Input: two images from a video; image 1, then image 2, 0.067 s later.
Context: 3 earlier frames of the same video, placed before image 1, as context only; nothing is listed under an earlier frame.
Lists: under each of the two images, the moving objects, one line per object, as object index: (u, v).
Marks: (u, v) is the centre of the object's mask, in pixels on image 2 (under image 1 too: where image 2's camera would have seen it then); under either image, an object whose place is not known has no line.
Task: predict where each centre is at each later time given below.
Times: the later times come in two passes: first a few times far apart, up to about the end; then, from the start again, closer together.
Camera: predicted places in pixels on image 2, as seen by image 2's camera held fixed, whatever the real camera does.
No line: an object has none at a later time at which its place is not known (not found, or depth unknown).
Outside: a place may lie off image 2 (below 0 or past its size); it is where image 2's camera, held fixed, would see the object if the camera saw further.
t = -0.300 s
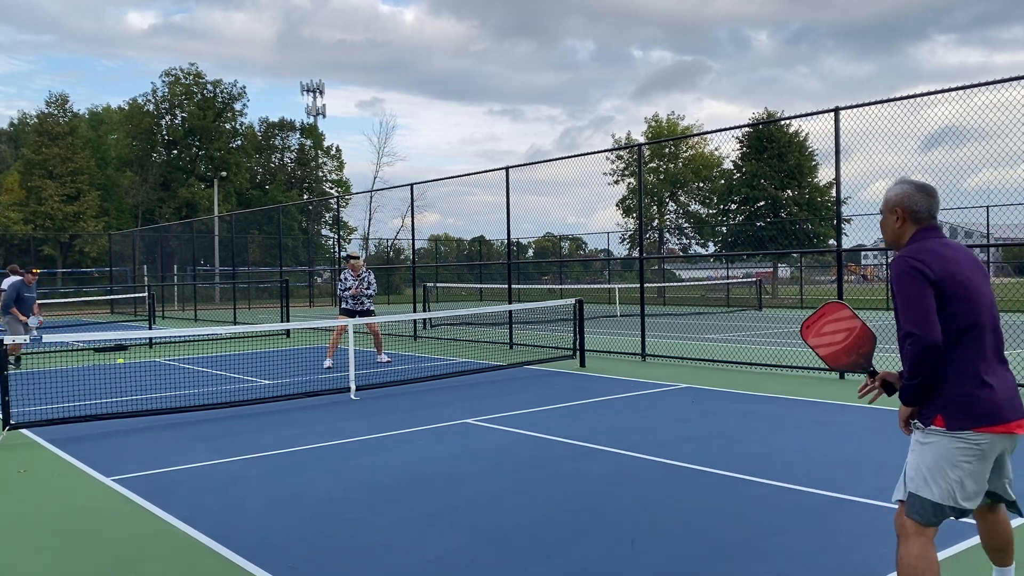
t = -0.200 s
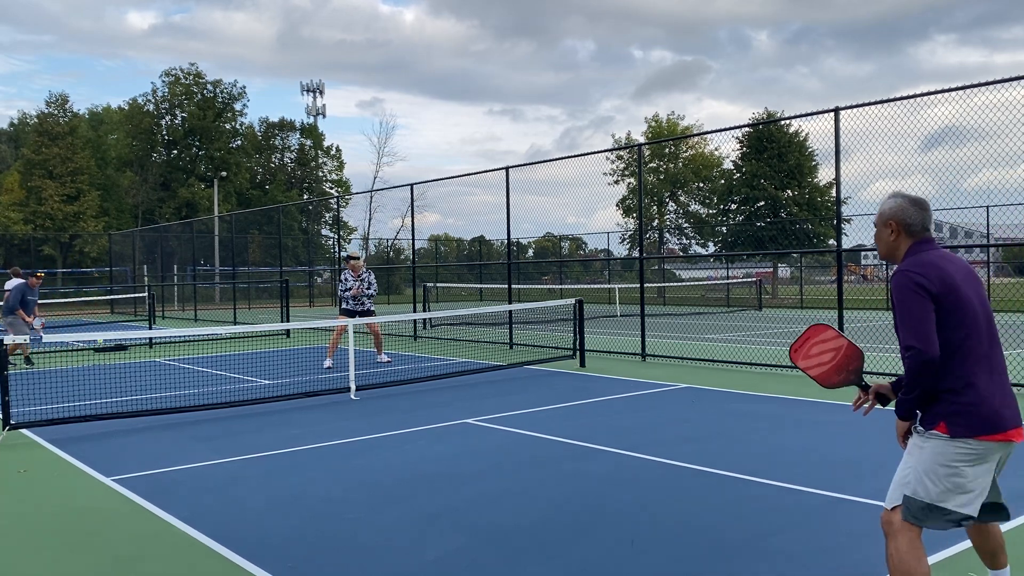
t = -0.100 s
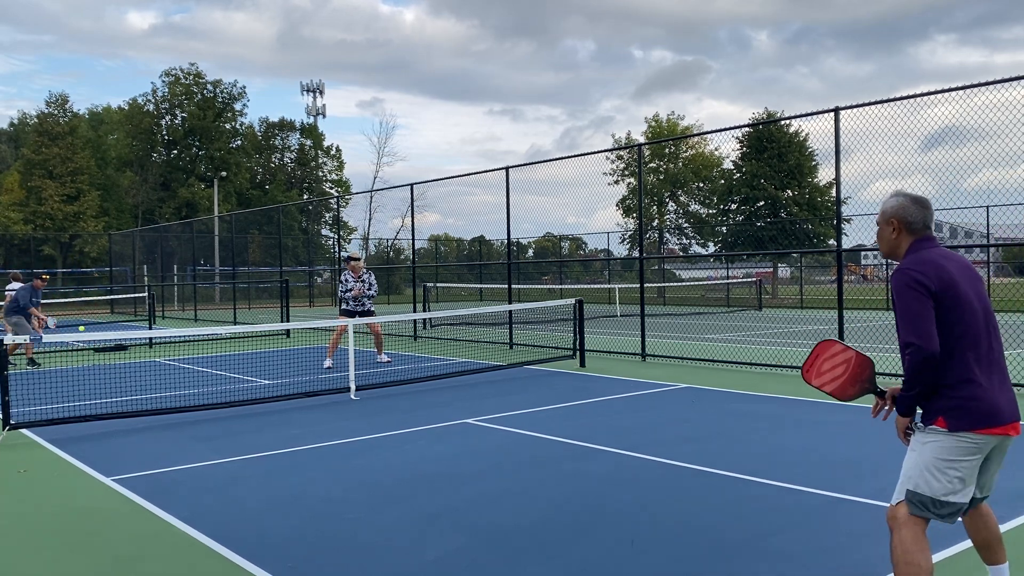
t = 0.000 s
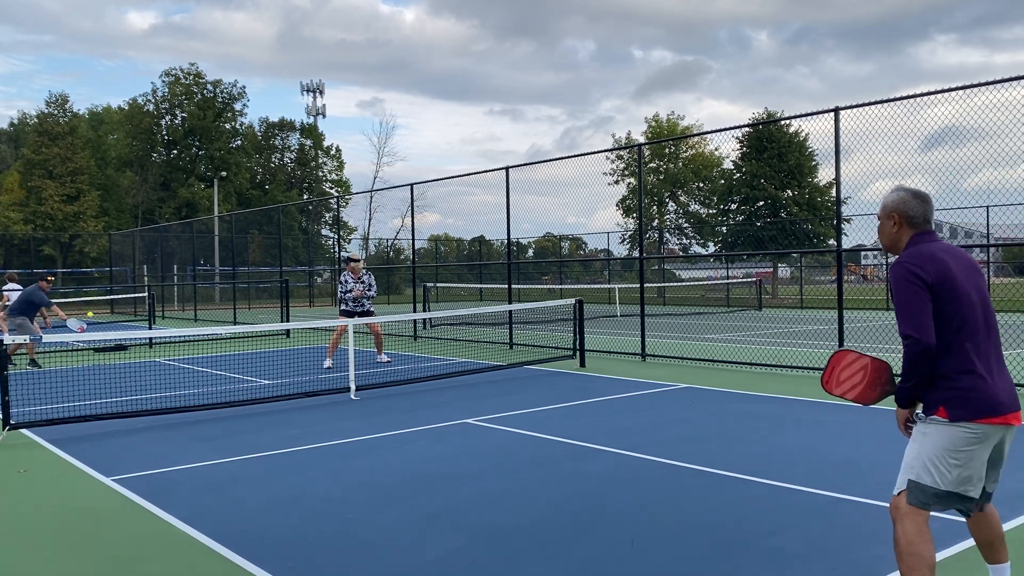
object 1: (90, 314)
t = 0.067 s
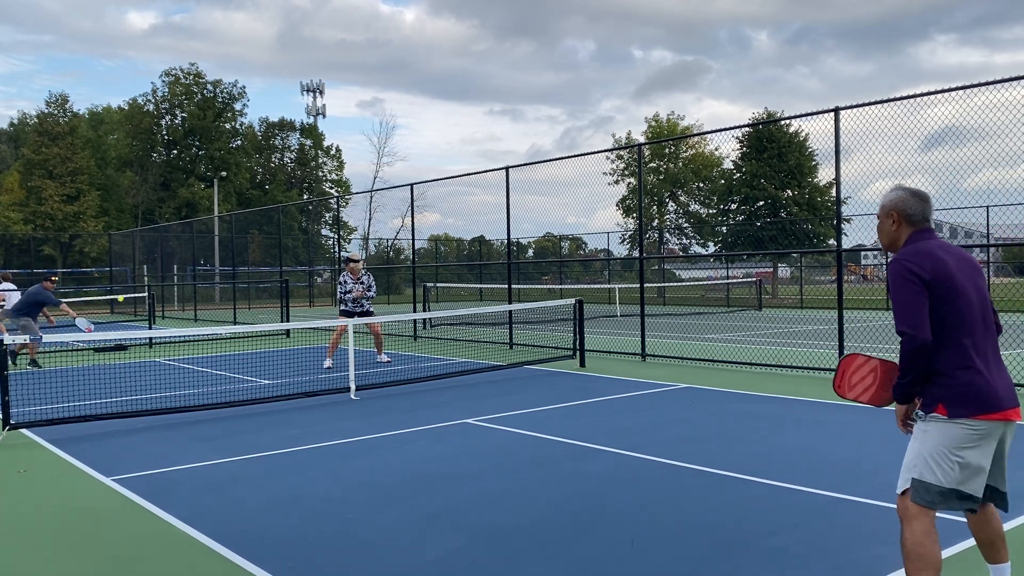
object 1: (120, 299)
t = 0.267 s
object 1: (219, 262)
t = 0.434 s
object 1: (312, 248)
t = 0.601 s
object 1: (418, 252)
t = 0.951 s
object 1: (706, 350)
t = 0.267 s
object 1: (219, 262)
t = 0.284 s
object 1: (228, 260)
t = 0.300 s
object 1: (237, 258)
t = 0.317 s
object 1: (246, 256)
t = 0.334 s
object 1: (255, 254)
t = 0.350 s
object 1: (264, 253)
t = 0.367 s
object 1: (273, 251)
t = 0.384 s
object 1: (283, 250)
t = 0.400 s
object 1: (292, 249)
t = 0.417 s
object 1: (302, 248)
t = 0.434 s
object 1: (312, 248)
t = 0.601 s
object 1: (418, 252)
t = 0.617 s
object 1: (429, 254)
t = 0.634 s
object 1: (440, 256)
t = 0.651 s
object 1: (452, 257)
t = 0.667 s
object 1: (464, 260)
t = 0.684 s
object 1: (476, 263)
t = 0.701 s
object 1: (489, 266)
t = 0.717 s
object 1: (501, 269)
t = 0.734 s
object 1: (514, 272)
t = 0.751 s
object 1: (527, 276)
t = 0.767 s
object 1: (540, 280)
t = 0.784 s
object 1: (553, 285)
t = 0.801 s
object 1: (567, 289)
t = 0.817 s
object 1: (581, 294)
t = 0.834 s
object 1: (595, 300)
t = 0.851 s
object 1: (610, 306)
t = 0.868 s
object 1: (625, 312)
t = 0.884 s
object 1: (640, 319)
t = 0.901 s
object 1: (656, 326)
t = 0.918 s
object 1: (672, 333)
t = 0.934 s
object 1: (688, 341)
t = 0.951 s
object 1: (706, 350)
